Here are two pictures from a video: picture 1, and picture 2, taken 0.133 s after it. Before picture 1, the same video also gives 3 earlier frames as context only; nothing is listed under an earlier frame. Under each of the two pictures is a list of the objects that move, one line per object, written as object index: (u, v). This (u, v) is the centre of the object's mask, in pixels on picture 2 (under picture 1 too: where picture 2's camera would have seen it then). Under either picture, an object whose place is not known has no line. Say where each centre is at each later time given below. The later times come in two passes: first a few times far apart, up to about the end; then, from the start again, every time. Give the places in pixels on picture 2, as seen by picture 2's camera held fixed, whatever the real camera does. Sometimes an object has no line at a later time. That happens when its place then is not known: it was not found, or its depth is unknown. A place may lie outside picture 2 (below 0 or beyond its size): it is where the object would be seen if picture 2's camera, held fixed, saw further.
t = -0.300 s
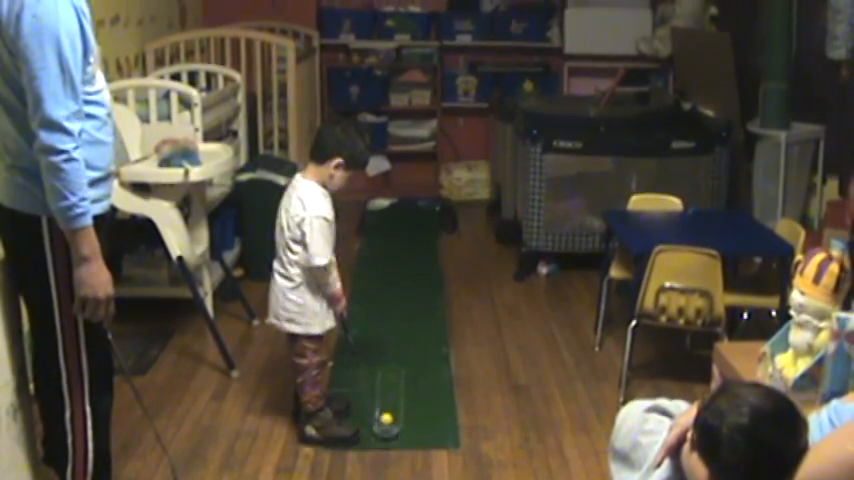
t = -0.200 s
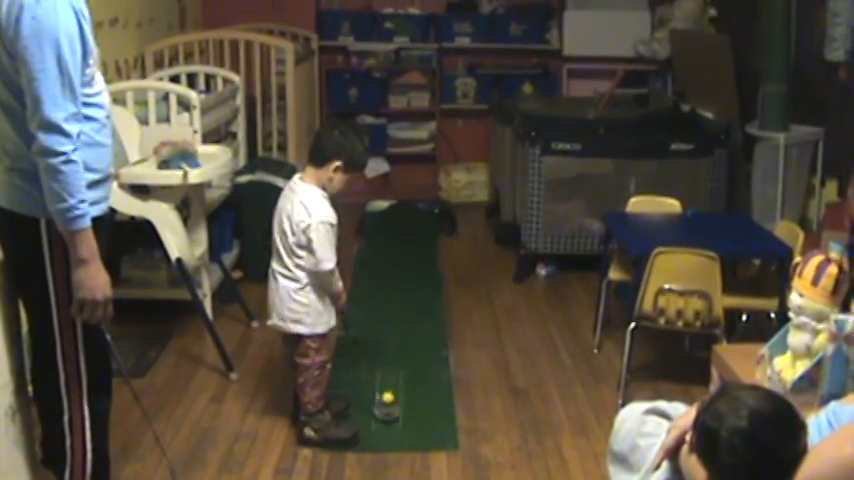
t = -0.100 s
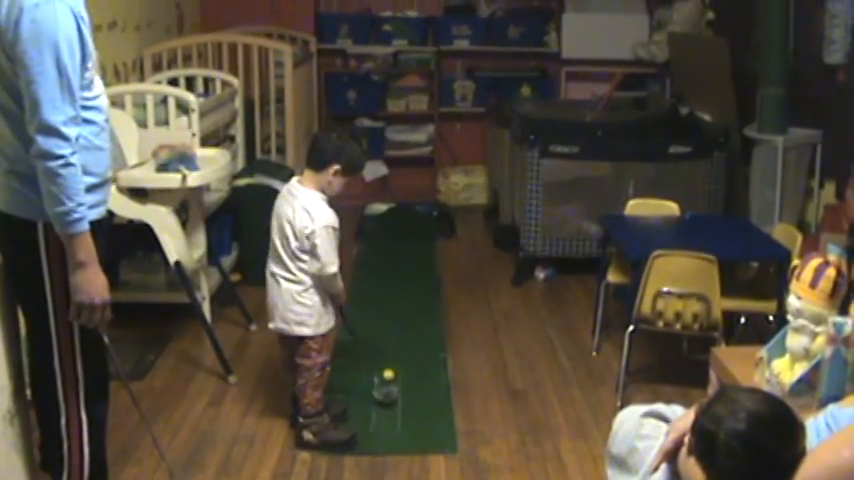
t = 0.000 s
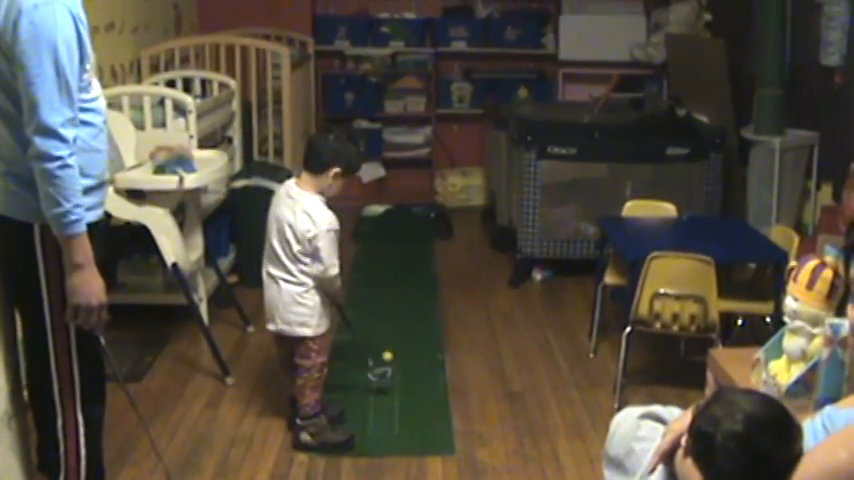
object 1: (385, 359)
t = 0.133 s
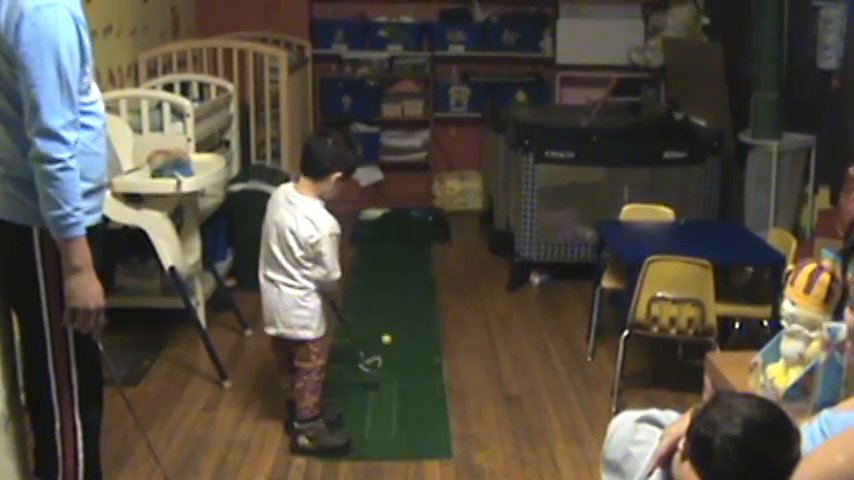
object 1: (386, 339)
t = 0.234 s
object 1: (386, 323)
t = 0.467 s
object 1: (386, 297)
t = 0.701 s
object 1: (385, 276)
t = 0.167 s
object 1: (387, 334)
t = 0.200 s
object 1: (386, 329)
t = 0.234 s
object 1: (386, 323)
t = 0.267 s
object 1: (386, 320)
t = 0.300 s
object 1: (386, 316)
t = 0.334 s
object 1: (387, 312)
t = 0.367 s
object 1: (386, 308)
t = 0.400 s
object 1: (386, 305)
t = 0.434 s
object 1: (386, 300)
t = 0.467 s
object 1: (386, 297)
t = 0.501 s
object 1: (386, 294)
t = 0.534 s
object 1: (386, 290)
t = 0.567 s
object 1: (386, 286)
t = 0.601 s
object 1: (386, 285)
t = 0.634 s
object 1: (385, 281)
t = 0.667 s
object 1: (385, 279)
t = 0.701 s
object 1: (385, 276)
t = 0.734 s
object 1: (385, 273)
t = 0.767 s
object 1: (385, 270)
